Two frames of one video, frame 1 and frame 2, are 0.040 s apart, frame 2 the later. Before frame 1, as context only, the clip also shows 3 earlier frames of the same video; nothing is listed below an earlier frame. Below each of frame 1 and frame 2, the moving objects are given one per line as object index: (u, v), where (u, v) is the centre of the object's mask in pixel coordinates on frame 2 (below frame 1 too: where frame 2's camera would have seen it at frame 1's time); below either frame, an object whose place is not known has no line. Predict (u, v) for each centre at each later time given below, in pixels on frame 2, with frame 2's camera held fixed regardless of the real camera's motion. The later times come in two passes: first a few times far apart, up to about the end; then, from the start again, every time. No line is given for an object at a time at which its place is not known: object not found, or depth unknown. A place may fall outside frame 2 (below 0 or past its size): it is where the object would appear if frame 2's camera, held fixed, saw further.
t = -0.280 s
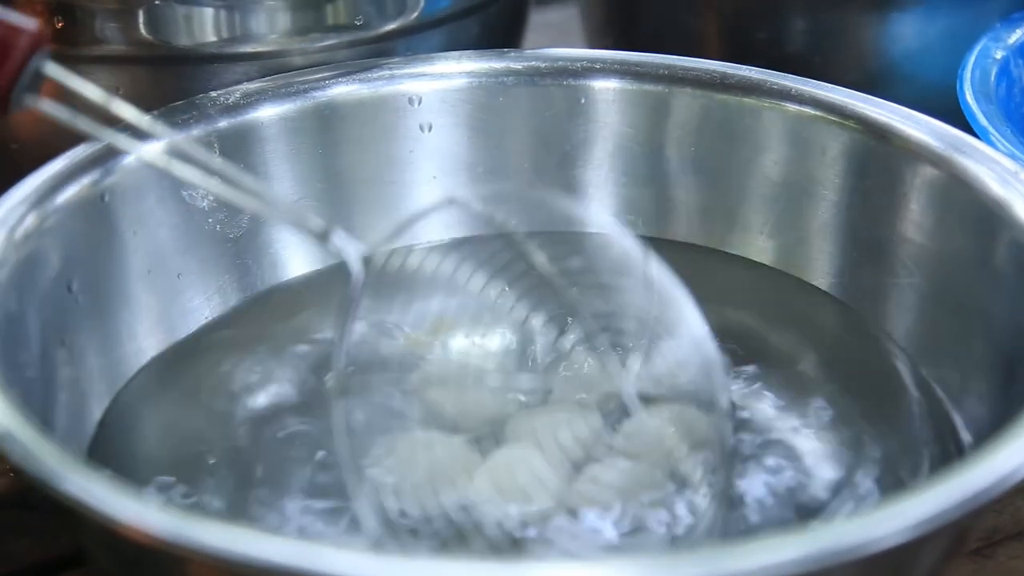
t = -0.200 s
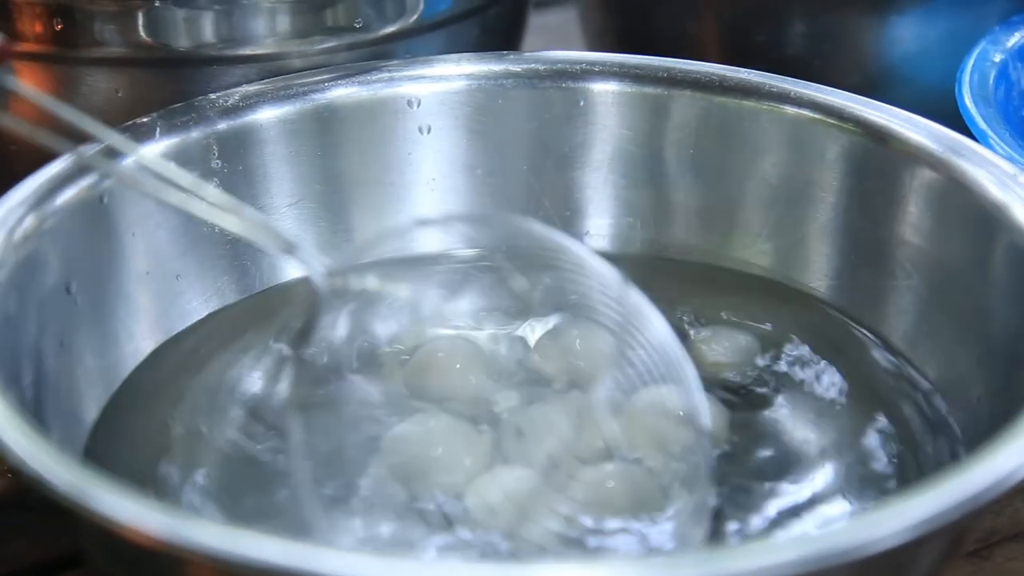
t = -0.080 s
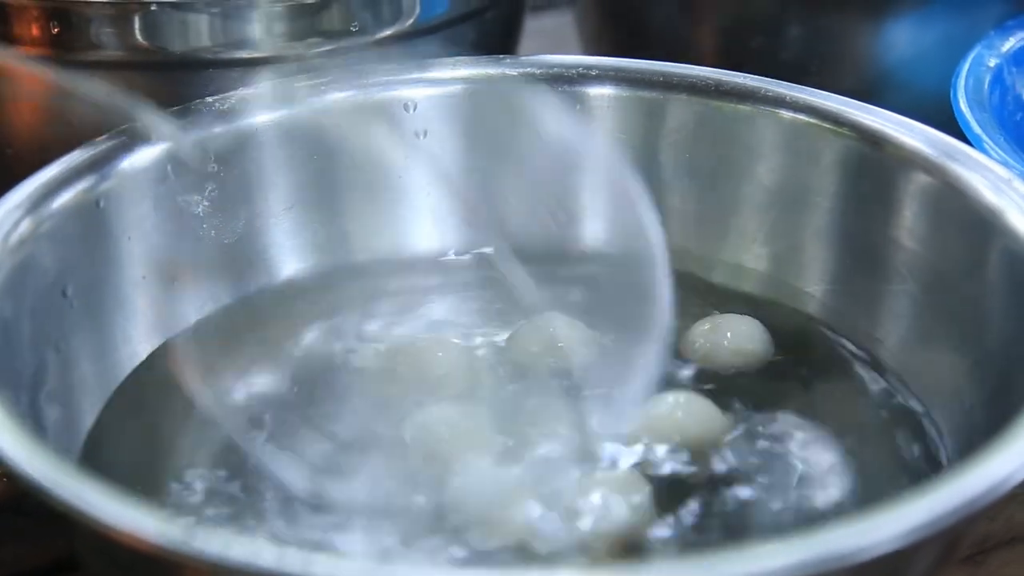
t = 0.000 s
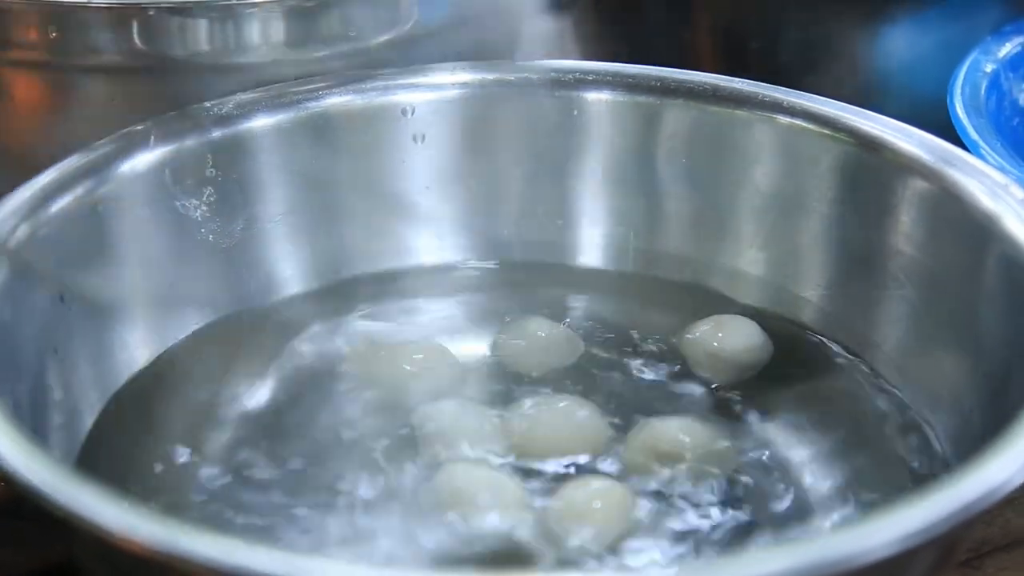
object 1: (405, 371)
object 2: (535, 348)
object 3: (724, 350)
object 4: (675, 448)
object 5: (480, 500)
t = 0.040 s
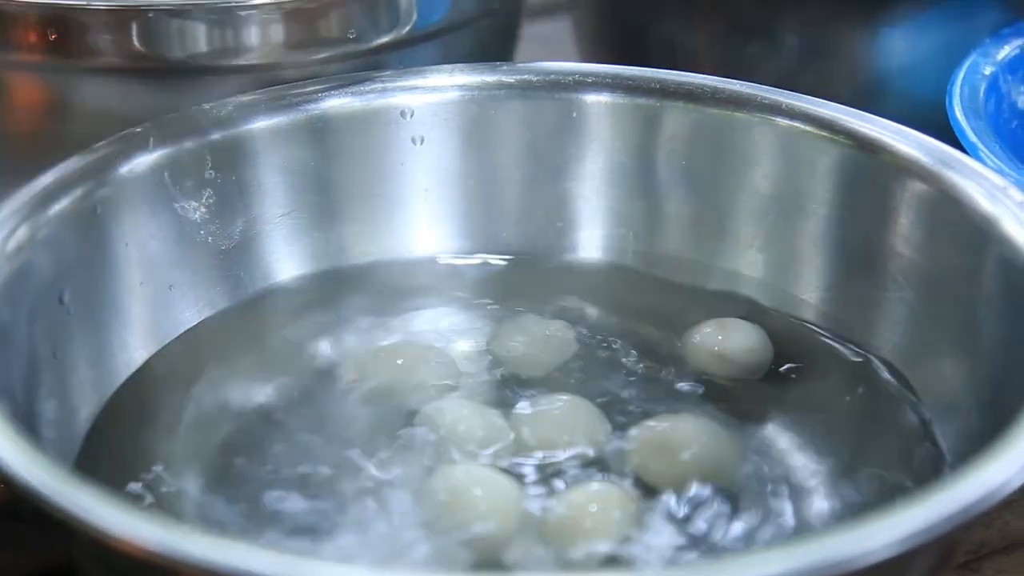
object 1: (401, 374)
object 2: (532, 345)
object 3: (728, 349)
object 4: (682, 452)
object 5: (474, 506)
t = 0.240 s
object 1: (386, 373)
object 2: (520, 326)
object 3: (732, 346)
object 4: (720, 436)
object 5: (480, 522)
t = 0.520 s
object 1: (368, 374)
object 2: (511, 303)
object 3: (759, 357)
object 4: (757, 438)
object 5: (501, 506)
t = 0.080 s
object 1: (410, 374)
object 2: (530, 341)
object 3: (726, 348)
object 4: (691, 450)
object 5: (474, 507)
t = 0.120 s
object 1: (404, 377)
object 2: (528, 340)
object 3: (726, 346)
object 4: (699, 446)
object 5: (473, 510)
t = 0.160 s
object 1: (392, 376)
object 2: (524, 337)
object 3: (727, 345)
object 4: (705, 442)
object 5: (475, 516)
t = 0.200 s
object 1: (390, 375)
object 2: (521, 333)
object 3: (729, 345)
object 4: (710, 437)
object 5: (478, 521)
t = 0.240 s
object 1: (386, 373)
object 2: (520, 326)
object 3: (732, 346)
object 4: (720, 436)
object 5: (480, 522)
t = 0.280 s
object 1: (386, 373)
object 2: (521, 323)
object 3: (734, 351)
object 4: (723, 435)
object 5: (483, 511)
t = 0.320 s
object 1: (384, 372)
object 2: (518, 317)
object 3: (737, 352)
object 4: (729, 436)
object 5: (488, 507)
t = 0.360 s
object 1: (382, 372)
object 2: (519, 313)
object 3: (741, 354)
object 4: (735, 435)
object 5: (496, 501)
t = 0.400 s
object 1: (381, 373)
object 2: (520, 311)
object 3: (745, 356)
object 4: (740, 437)
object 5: (499, 500)
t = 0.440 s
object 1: (379, 372)
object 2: (519, 307)
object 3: (750, 356)
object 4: (744, 437)
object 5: (502, 496)
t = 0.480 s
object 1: (374, 373)
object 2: (515, 302)
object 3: (755, 357)
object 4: (753, 437)
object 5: (502, 503)
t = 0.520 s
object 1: (368, 374)
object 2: (511, 303)
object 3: (759, 357)
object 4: (757, 438)
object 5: (501, 506)
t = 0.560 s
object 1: (365, 377)
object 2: (509, 305)
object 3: (760, 356)
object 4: (768, 441)
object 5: (503, 508)
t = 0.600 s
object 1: (358, 380)
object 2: (505, 307)
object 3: (759, 359)
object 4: (769, 442)
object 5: (505, 509)
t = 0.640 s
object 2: (501, 311)
